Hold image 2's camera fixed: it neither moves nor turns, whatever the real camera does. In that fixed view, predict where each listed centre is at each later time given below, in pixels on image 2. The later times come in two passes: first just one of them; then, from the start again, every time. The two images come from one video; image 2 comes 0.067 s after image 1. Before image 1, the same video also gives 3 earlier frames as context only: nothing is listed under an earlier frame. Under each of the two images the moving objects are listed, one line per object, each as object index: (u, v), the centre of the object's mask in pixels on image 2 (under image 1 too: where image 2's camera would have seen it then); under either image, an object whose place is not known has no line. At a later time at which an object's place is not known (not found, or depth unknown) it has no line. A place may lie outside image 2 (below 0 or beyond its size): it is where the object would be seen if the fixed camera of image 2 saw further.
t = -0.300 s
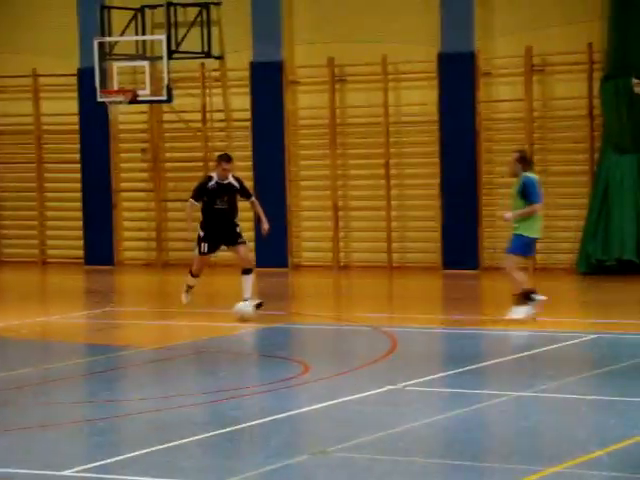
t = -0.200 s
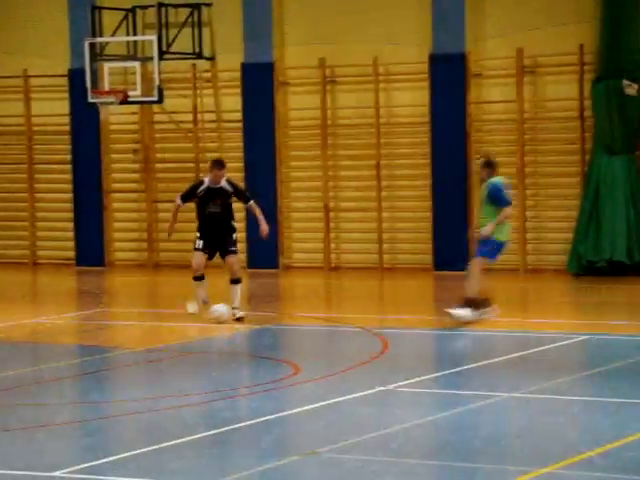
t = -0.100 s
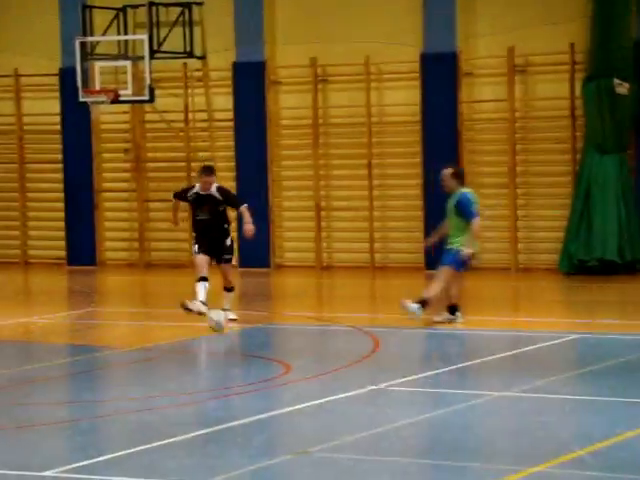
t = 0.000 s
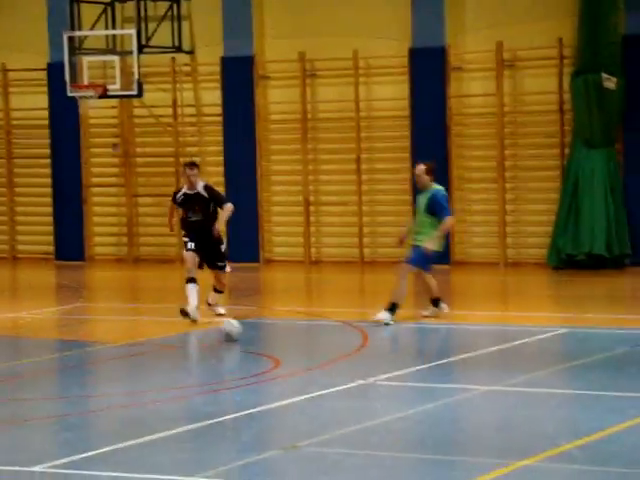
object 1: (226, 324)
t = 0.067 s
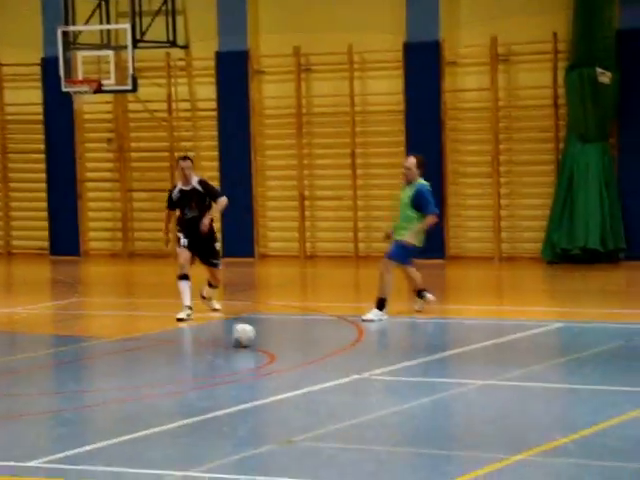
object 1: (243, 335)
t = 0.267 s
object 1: (305, 370)
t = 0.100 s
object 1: (253, 340)
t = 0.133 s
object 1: (263, 344)
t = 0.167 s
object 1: (273, 350)
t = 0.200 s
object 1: (283, 357)
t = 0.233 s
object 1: (294, 363)
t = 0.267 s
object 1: (305, 370)
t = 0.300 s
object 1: (319, 377)
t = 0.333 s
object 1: (329, 383)
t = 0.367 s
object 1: (341, 390)
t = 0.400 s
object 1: (354, 398)
